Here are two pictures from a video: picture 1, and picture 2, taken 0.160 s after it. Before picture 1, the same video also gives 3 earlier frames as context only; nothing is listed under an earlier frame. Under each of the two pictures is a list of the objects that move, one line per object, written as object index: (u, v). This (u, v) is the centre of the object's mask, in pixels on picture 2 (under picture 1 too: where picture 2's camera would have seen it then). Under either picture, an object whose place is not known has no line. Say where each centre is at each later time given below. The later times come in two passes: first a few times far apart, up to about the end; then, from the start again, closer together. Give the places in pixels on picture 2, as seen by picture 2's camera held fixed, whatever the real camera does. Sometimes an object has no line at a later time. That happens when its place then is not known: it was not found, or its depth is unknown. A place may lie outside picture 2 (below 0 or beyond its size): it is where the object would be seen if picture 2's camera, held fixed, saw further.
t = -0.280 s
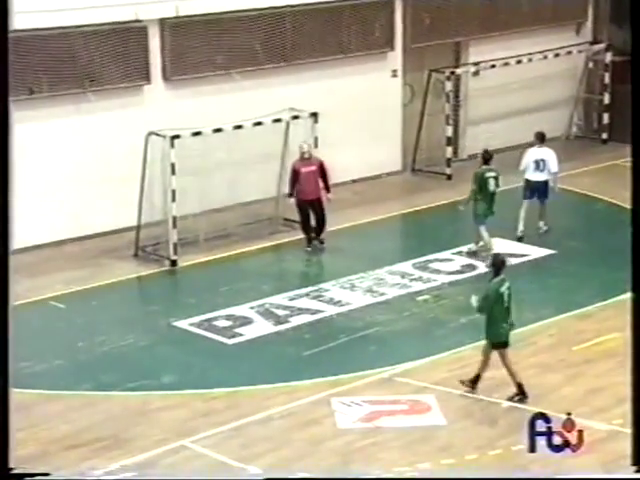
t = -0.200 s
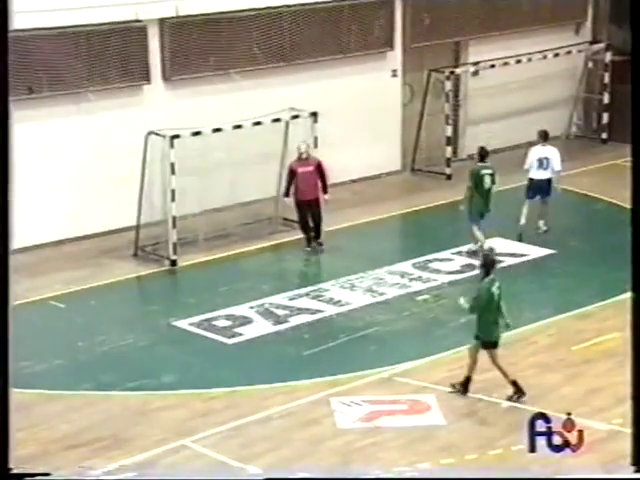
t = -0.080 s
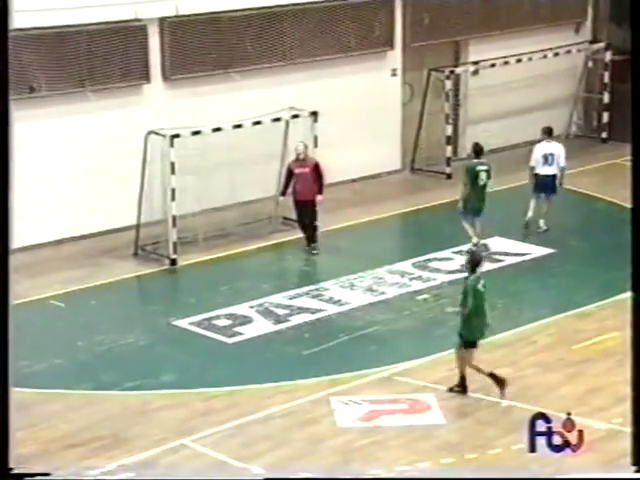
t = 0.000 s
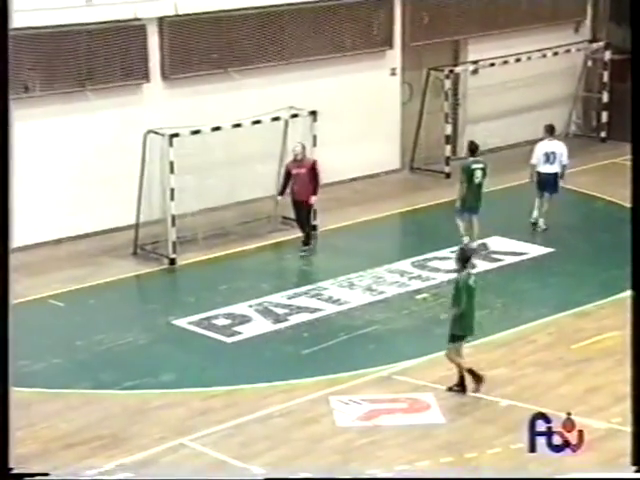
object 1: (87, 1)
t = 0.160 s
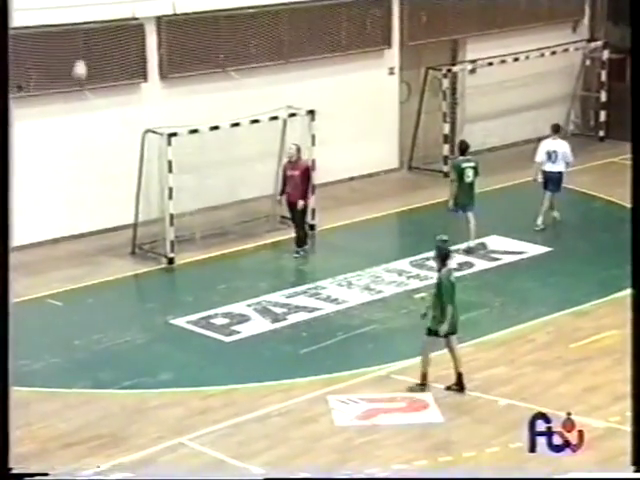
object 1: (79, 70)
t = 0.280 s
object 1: (72, 140)
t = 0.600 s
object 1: (56, 232)
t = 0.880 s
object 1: (46, 149)
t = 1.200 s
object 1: (37, 113)
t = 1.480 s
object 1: (31, 145)
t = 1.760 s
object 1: (28, 228)
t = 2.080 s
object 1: (23, 281)
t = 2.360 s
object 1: (10, 242)
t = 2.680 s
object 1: (0, 257)
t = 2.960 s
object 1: (-10, 331)
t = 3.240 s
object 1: (-17, 303)
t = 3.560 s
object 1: (-28, 314)
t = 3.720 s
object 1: (-32, 347)
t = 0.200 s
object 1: (78, 89)
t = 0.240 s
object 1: (75, 118)
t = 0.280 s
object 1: (72, 140)
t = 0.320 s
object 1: (71, 164)
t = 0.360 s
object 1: (67, 188)
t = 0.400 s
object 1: (66, 214)
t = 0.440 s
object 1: (64, 239)
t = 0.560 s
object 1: (58, 243)
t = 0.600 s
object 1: (56, 232)
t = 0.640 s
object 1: (54, 216)
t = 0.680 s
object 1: (53, 203)
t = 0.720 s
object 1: (52, 190)
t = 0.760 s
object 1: (50, 179)
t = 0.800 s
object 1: (49, 167)
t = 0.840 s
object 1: (48, 158)
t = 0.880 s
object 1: (46, 149)
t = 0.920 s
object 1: (45, 141)
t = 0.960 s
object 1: (43, 134)
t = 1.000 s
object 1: (42, 127)
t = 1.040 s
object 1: (41, 123)
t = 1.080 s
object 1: (39, 118)
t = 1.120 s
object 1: (39, 115)
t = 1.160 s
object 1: (38, 113)
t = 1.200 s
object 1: (37, 113)
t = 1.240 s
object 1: (36, 114)
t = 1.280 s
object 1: (34, 116)
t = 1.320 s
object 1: (32, 119)
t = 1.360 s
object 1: (32, 125)
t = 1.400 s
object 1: (32, 131)
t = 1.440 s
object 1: (32, 137)
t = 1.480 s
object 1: (31, 145)
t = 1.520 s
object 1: (30, 153)
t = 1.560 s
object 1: (30, 163)
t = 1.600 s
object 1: (29, 174)
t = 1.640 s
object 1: (29, 186)
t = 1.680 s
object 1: (29, 199)
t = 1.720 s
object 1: (29, 213)
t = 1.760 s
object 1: (28, 228)
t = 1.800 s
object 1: (26, 244)
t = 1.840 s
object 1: (29, 257)
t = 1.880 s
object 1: (30, 275)
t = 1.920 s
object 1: (27, 295)
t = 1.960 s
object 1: (29, 313)
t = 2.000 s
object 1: (27, 303)
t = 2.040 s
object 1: (25, 292)
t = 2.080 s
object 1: (23, 281)
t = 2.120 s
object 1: (22, 271)
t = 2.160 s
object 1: (20, 264)
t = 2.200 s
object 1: (18, 256)
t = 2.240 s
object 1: (15, 250)
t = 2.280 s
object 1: (12, 249)
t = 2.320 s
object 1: (11, 244)
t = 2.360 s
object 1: (10, 242)
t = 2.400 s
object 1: (8, 240)
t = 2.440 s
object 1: (7, 239)
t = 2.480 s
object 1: (5, 240)
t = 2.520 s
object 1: (3, 242)
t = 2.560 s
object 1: (1, 244)
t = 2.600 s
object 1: (1, 248)
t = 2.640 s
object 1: (1, 251)
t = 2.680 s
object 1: (0, 257)
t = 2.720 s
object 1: (-1, 265)
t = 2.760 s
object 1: (-2, 273)
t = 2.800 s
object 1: (-7, 282)
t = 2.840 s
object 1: (-7, 294)
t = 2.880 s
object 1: (-11, 303)
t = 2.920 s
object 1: (-11, 315)
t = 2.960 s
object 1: (-10, 331)
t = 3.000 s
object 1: (-9, 343)
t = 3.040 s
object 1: (-9, 333)
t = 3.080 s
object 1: (-11, 325)
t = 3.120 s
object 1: (-12, 318)
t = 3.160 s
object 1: (-13, 311)
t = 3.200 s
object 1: (-15, 307)
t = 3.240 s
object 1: (-17, 303)
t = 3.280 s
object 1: (-19, 301)
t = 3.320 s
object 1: (-20, 299)
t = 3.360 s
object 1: (-22, 299)
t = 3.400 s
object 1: (-23, 299)
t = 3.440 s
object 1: (-24, 301)
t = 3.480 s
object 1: (-25, 304)
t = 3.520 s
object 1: (-27, 308)
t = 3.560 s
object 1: (-28, 314)
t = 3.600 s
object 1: (-28, 321)
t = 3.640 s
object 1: (-31, 329)
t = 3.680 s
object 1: (-31, 337)
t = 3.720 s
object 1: (-32, 347)
